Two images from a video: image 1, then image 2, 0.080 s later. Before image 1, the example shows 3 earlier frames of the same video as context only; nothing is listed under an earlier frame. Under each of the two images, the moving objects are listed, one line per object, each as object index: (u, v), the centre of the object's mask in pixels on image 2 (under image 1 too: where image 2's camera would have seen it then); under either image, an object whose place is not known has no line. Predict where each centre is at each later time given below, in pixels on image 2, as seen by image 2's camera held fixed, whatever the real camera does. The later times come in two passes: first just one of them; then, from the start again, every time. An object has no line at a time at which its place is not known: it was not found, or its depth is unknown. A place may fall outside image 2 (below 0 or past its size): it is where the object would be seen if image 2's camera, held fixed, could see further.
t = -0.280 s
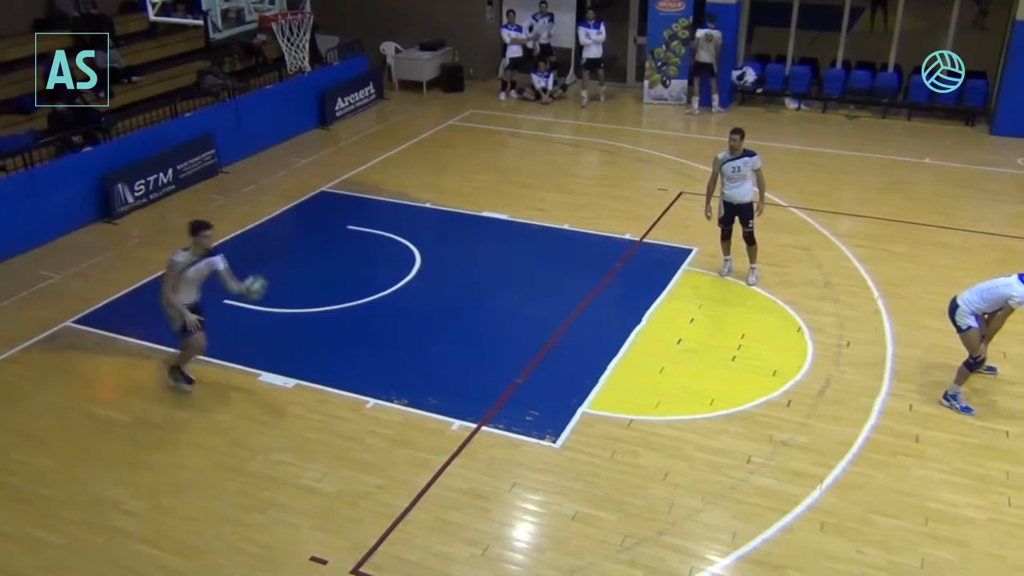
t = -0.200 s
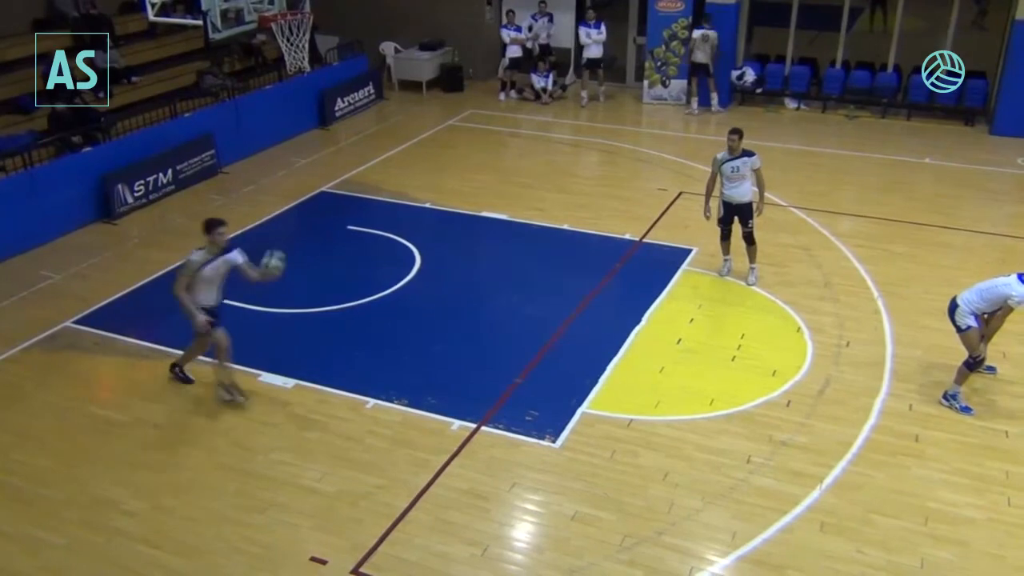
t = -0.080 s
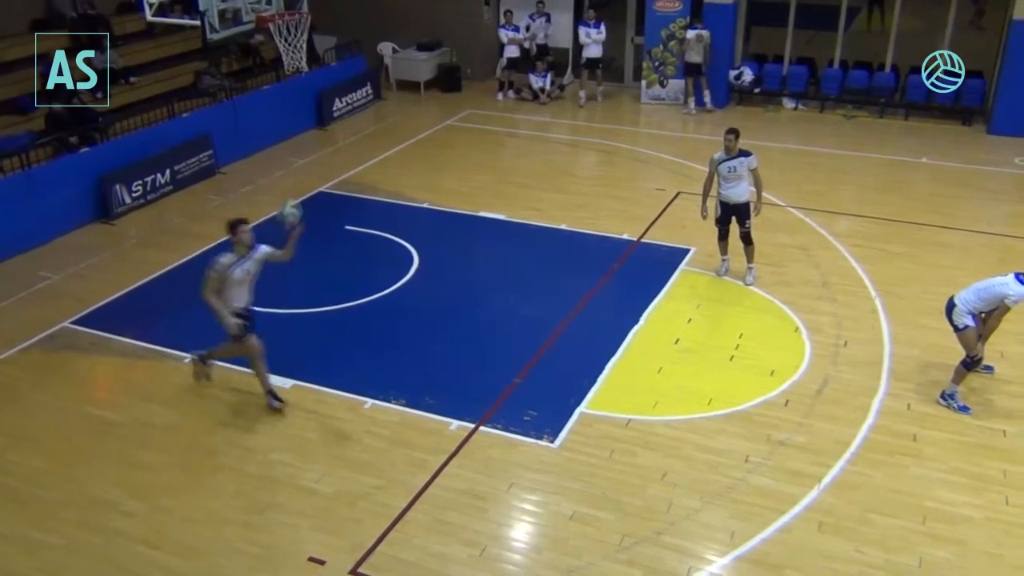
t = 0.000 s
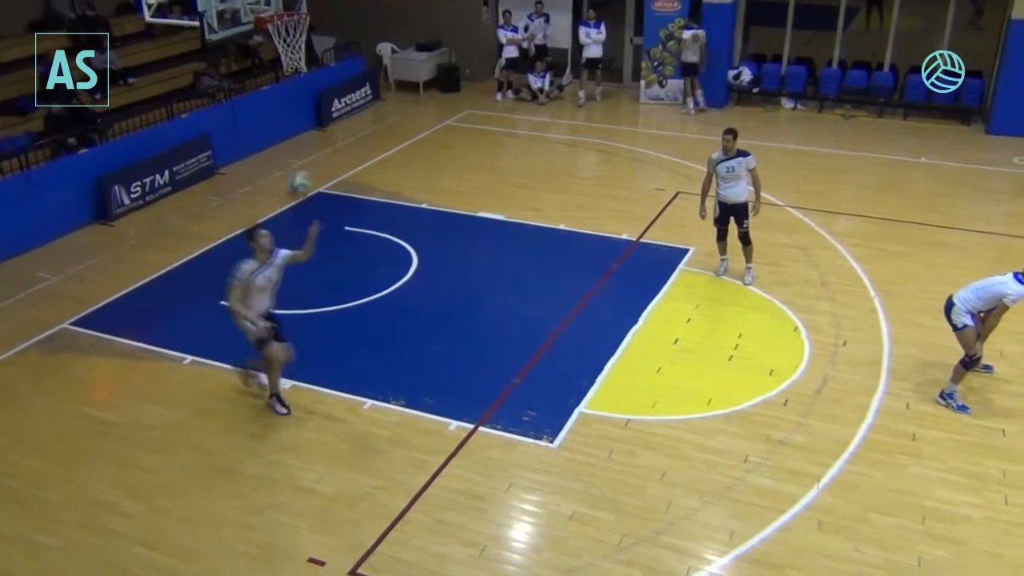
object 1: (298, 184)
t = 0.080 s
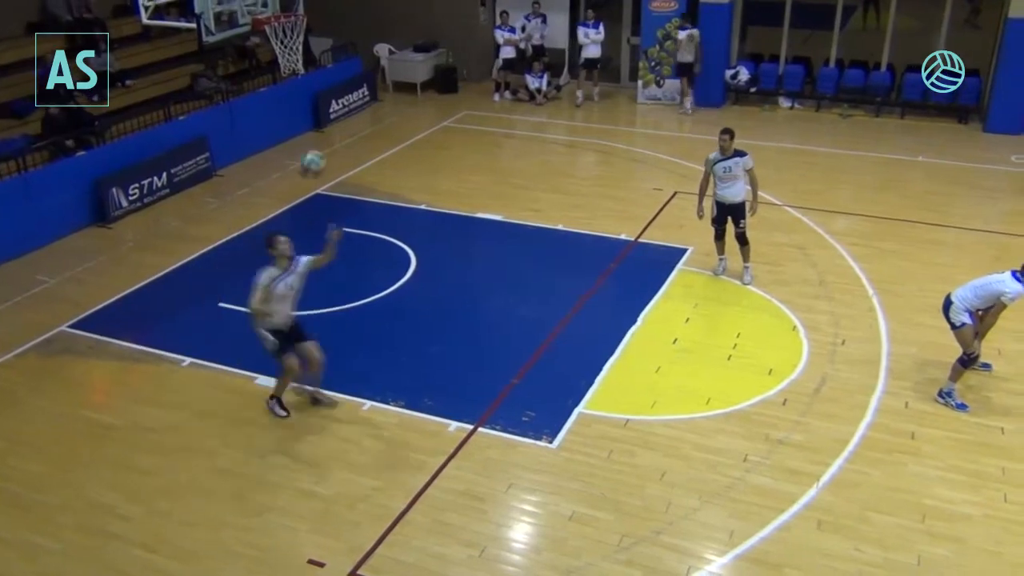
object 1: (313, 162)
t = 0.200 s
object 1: (336, 141)
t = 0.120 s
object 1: (320, 153)
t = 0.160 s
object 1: (328, 147)
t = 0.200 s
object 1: (336, 141)
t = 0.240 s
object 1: (343, 138)
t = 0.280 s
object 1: (351, 136)
